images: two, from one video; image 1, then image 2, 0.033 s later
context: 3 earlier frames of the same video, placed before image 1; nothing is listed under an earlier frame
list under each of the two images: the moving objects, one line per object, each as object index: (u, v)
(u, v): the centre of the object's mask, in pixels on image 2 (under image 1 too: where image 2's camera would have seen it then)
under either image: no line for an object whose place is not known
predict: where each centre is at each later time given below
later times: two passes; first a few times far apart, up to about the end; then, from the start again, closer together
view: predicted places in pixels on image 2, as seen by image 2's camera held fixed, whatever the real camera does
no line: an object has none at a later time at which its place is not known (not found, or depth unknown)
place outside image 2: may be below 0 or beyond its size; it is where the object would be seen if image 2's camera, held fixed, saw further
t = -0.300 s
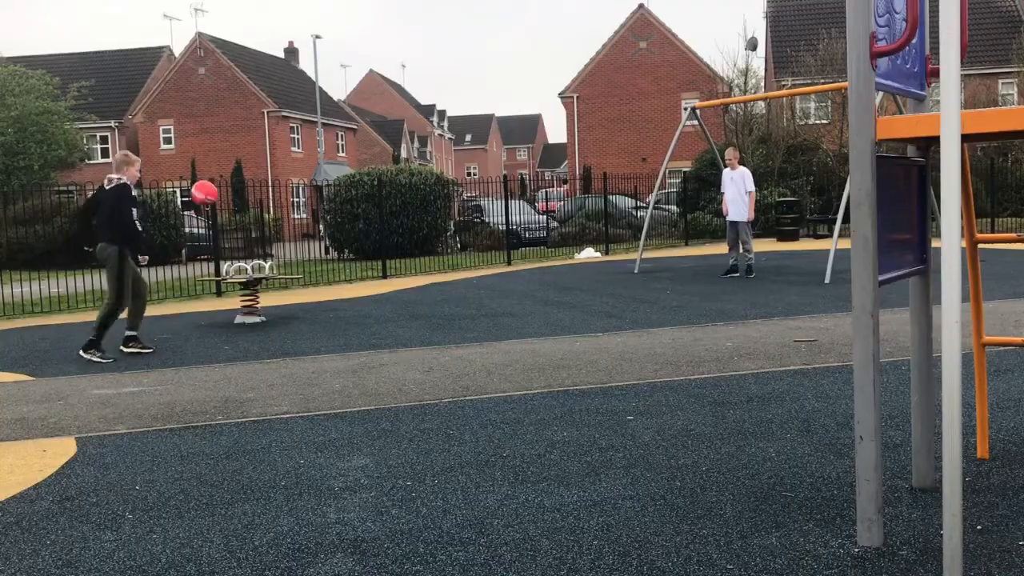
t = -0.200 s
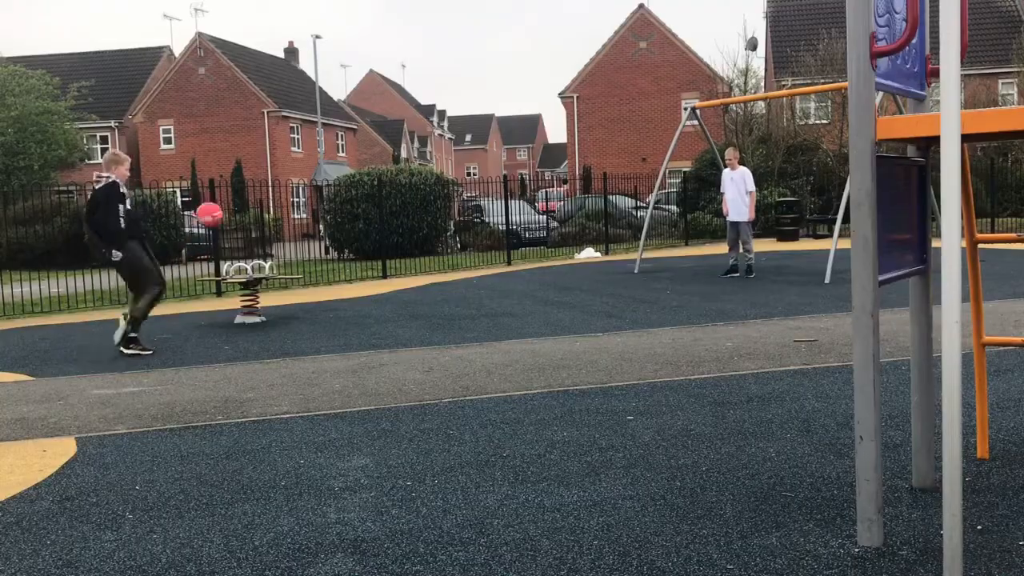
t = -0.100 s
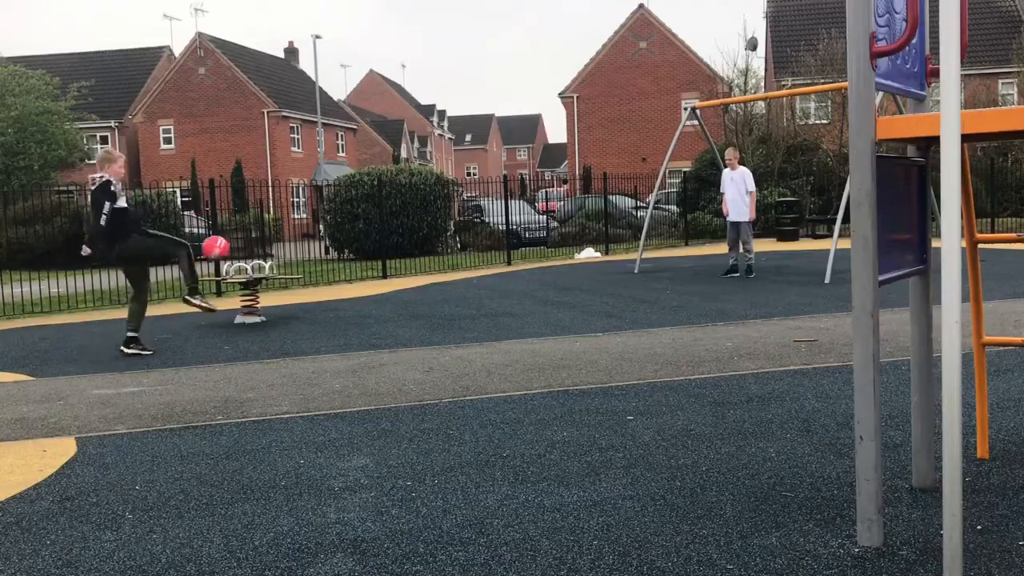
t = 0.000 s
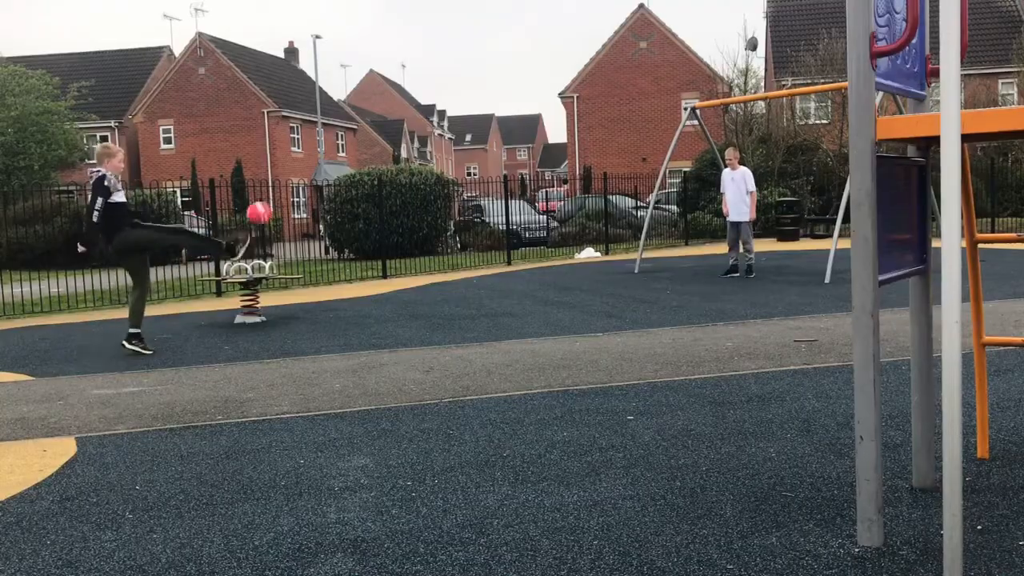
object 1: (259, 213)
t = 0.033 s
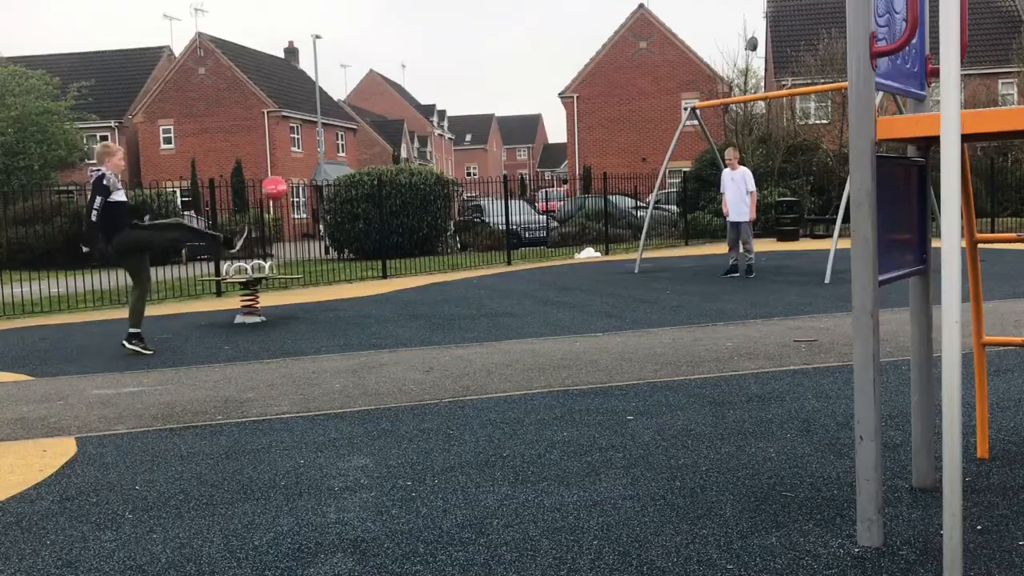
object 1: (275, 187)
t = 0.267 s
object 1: (372, 61)
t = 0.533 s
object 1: (466, 12)
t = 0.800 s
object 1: (543, 36)
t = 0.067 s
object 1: (290, 163)
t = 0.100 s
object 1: (304, 141)
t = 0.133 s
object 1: (319, 121)
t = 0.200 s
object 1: (346, 88)
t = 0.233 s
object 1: (359, 73)
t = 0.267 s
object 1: (372, 61)
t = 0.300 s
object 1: (384, 50)
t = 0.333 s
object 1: (397, 40)
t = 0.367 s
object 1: (409, 32)
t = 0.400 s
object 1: (421, 25)
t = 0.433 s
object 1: (432, 20)
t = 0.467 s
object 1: (444, 16)
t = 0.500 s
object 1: (455, 13)
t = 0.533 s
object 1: (466, 12)
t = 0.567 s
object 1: (476, 11)
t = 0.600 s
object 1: (487, 12)
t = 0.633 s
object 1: (496, 14)
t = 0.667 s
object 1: (506, 16)
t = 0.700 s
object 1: (516, 20)
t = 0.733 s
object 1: (525, 25)
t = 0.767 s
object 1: (534, 30)
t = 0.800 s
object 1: (543, 36)
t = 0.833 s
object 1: (551, 44)
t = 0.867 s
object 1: (560, 52)
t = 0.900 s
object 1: (568, 61)
